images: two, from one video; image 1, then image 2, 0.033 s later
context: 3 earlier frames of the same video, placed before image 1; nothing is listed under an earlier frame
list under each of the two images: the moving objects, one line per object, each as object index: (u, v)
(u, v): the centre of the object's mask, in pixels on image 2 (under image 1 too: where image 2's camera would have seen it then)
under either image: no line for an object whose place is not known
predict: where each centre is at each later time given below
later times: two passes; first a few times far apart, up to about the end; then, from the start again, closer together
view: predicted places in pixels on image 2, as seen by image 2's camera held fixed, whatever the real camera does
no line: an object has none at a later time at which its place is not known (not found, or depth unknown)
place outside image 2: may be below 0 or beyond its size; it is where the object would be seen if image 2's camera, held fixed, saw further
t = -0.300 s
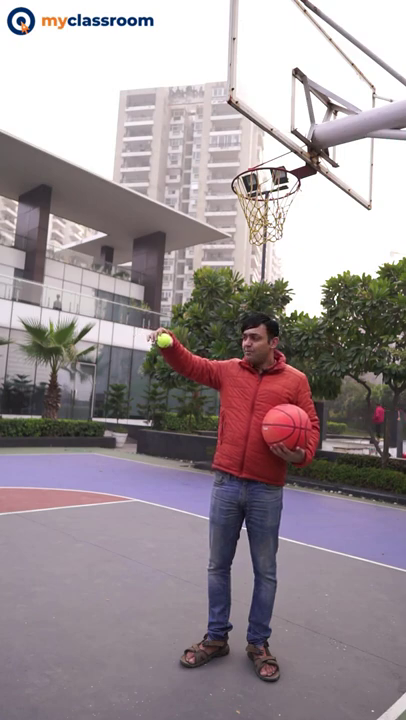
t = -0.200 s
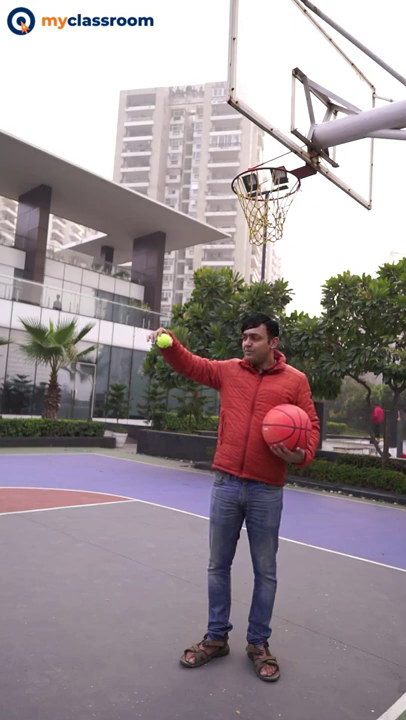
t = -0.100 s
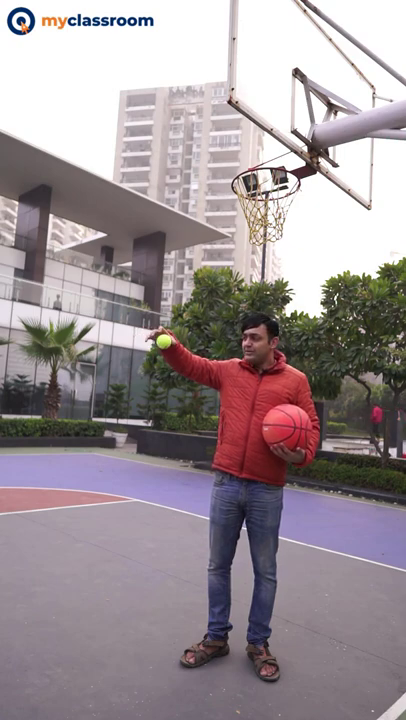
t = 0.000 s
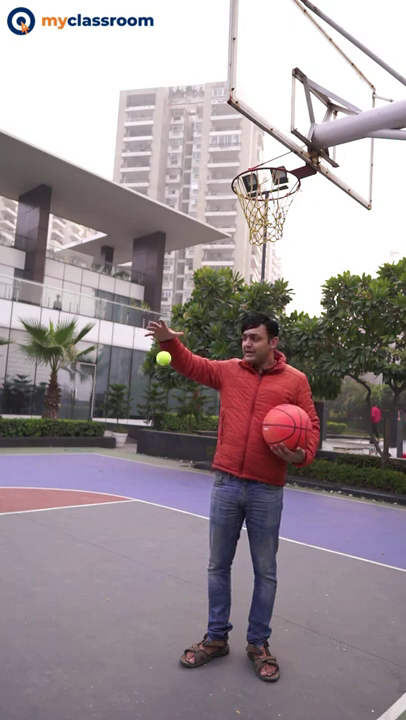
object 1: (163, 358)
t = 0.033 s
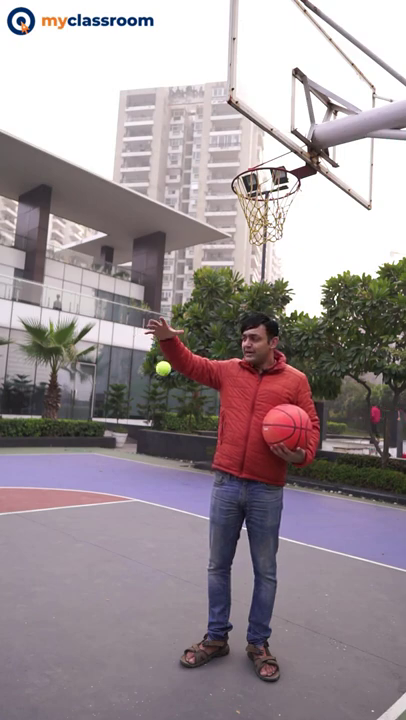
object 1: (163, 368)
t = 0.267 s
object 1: (156, 506)
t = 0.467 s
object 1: (148, 667)
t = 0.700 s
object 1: (169, 531)
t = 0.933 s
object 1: (181, 519)
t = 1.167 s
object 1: (185, 620)
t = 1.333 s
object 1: (187, 623)
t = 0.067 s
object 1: (162, 381)
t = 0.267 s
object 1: (156, 506)
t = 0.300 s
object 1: (154, 536)
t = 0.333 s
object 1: (152, 568)
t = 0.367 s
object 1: (150, 603)
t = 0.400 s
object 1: (147, 642)
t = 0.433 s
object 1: (145, 683)
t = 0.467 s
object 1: (148, 667)
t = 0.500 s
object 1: (151, 639)
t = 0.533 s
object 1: (155, 614)
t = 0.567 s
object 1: (158, 592)
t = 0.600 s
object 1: (161, 573)
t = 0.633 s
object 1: (164, 556)
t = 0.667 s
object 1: (166, 542)
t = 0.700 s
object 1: (169, 531)
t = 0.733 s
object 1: (171, 522)
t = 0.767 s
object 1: (173, 516)
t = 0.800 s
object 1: (175, 512)
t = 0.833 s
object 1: (177, 510)
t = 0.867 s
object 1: (178, 510)
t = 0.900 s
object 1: (180, 514)
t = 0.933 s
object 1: (181, 519)
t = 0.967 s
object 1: (182, 526)
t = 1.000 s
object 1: (183, 536)
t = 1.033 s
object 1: (184, 548)
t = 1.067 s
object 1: (184, 562)
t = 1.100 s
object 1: (185, 579)
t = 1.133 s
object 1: (185, 598)
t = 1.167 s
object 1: (185, 620)
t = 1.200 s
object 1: (185, 643)
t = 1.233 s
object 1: (185, 670)
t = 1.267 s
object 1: (186, 655)
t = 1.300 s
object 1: (187, 638)
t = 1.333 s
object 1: (187, 623)
